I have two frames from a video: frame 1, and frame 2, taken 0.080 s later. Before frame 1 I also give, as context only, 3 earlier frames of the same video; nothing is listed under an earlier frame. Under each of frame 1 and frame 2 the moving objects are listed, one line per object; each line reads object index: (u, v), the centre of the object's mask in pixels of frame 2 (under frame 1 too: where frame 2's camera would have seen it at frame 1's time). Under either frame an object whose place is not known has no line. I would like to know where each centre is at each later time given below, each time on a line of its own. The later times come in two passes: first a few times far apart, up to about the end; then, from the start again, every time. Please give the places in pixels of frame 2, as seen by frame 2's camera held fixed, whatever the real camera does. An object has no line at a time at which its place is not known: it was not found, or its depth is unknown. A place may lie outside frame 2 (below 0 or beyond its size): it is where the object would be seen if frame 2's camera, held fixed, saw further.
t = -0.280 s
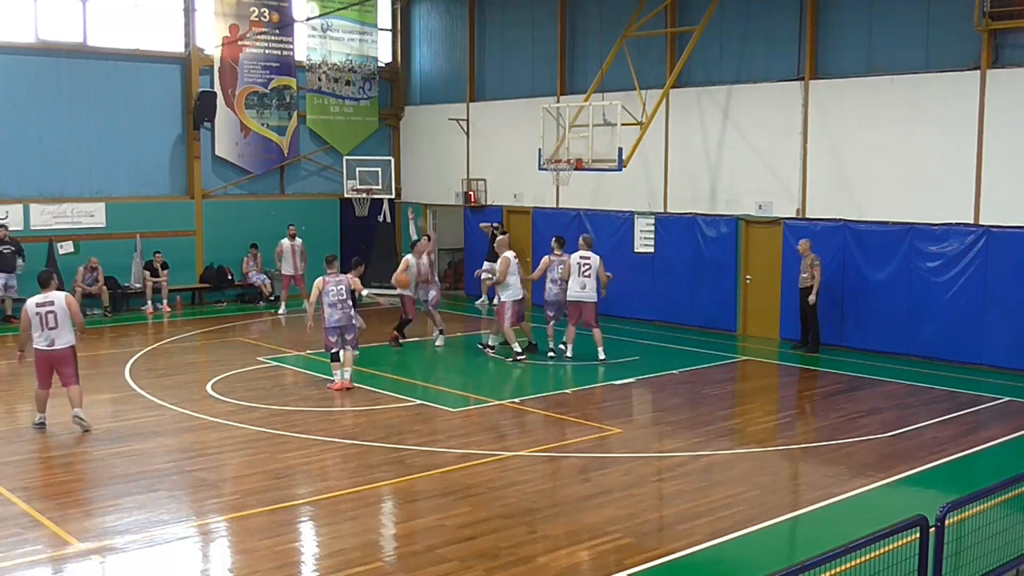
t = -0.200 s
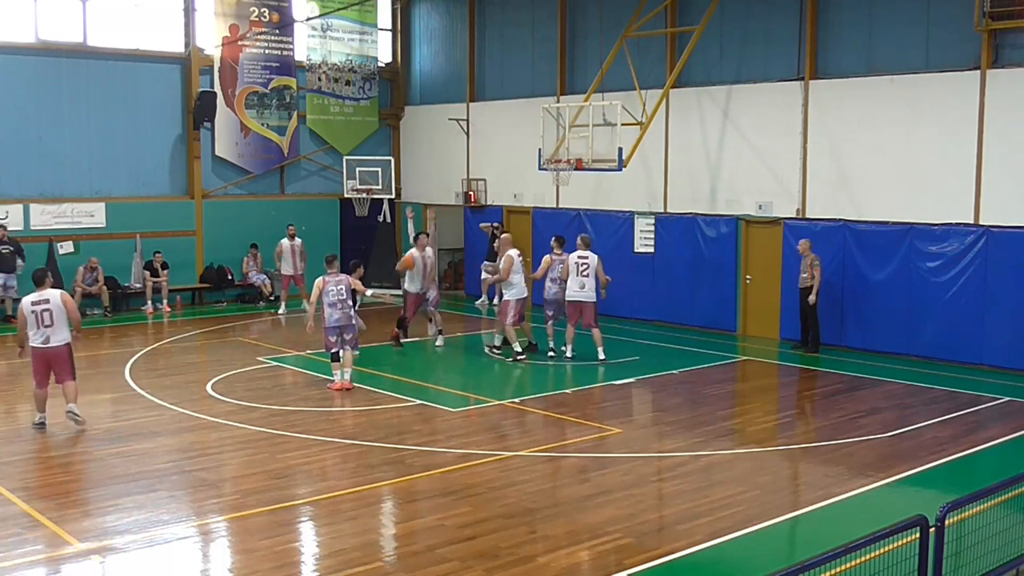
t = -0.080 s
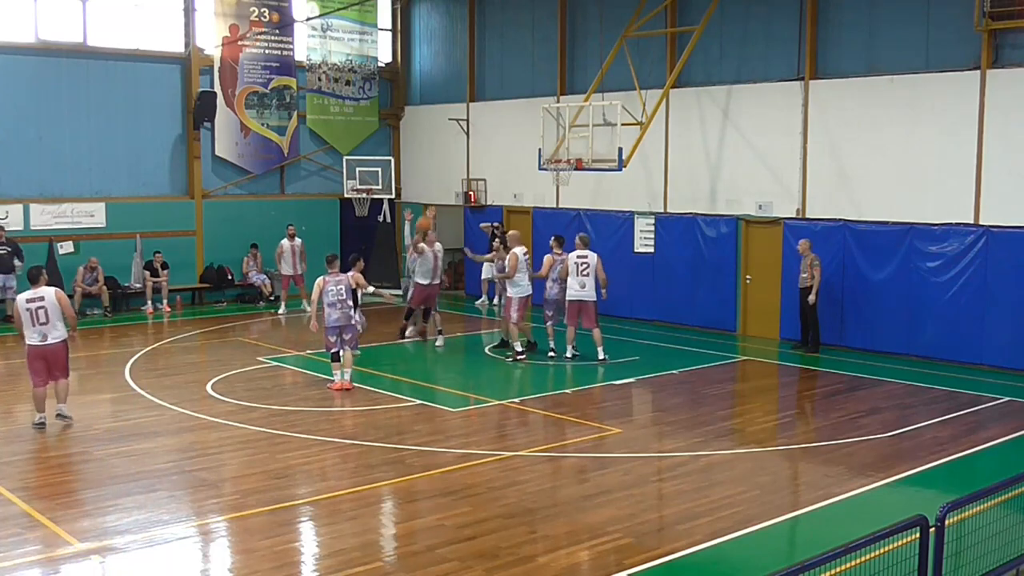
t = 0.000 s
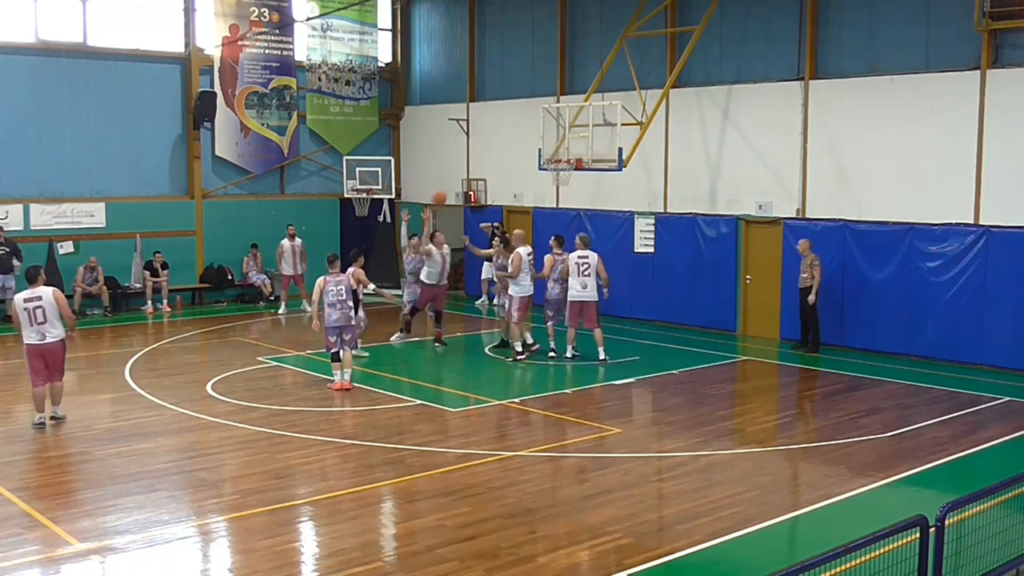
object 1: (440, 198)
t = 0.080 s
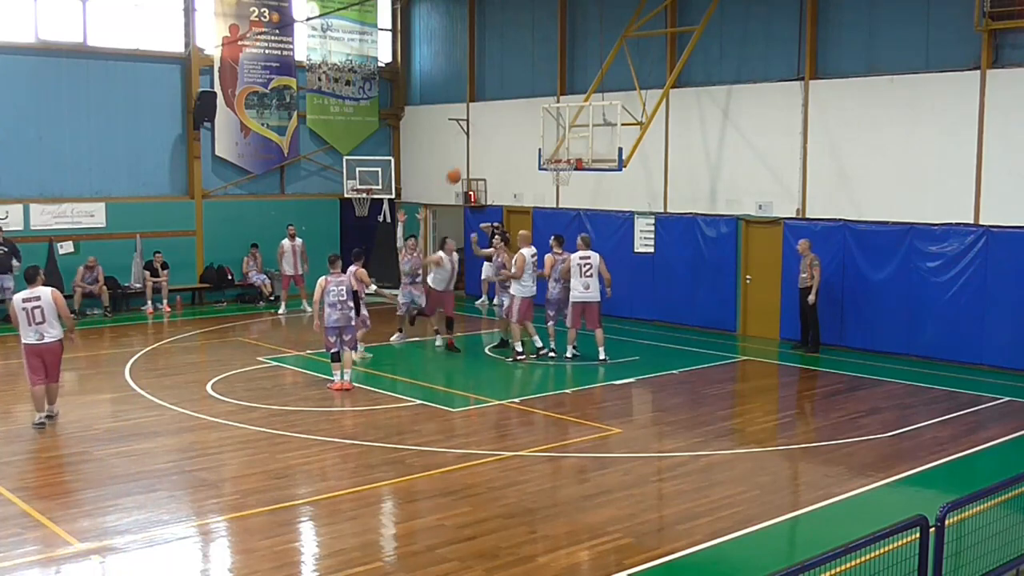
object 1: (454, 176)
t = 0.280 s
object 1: (490, 137)
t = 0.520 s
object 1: (533, 124)
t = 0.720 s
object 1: (568, 141)
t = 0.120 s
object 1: (461, 166)
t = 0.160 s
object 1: (468, 157)
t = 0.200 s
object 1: (476, 149)
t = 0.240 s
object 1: (483, 143)
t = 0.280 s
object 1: (490, 137)
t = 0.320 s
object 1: (497, 133)
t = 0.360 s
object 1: (505, 129)
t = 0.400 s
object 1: (512, 126)
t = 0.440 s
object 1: (519, 125)
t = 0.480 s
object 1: (526, 124)
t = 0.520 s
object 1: (533, 124)
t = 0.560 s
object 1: (540, 126)
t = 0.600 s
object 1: (546, 128)
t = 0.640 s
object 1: (554, 133)
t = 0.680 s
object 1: (561, 136)
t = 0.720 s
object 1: (568, 141)
